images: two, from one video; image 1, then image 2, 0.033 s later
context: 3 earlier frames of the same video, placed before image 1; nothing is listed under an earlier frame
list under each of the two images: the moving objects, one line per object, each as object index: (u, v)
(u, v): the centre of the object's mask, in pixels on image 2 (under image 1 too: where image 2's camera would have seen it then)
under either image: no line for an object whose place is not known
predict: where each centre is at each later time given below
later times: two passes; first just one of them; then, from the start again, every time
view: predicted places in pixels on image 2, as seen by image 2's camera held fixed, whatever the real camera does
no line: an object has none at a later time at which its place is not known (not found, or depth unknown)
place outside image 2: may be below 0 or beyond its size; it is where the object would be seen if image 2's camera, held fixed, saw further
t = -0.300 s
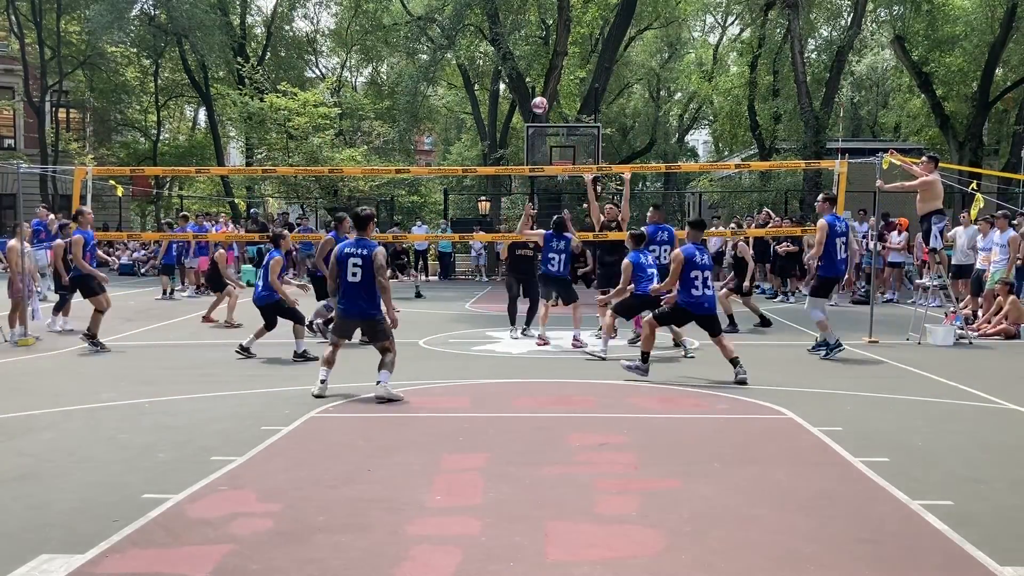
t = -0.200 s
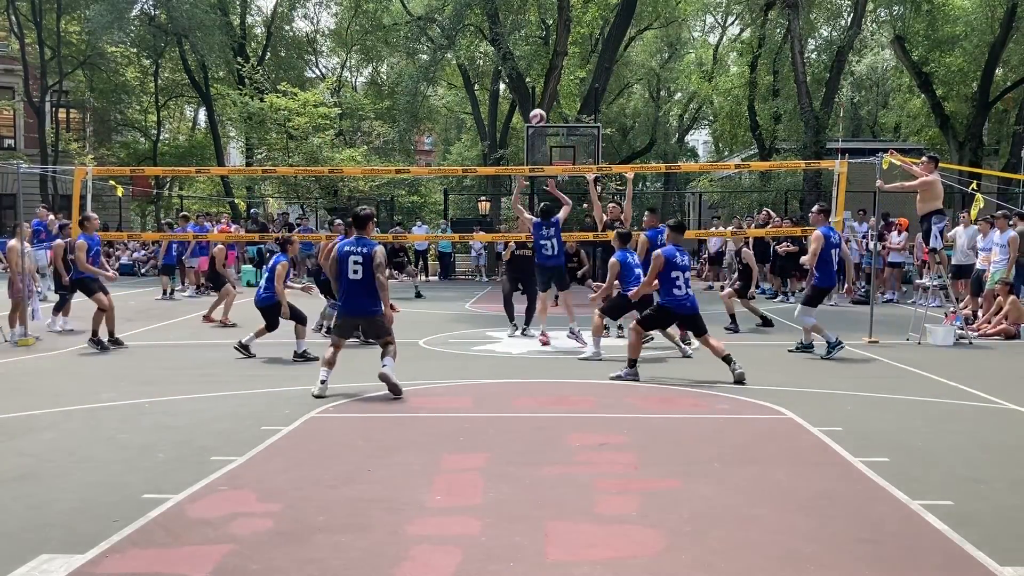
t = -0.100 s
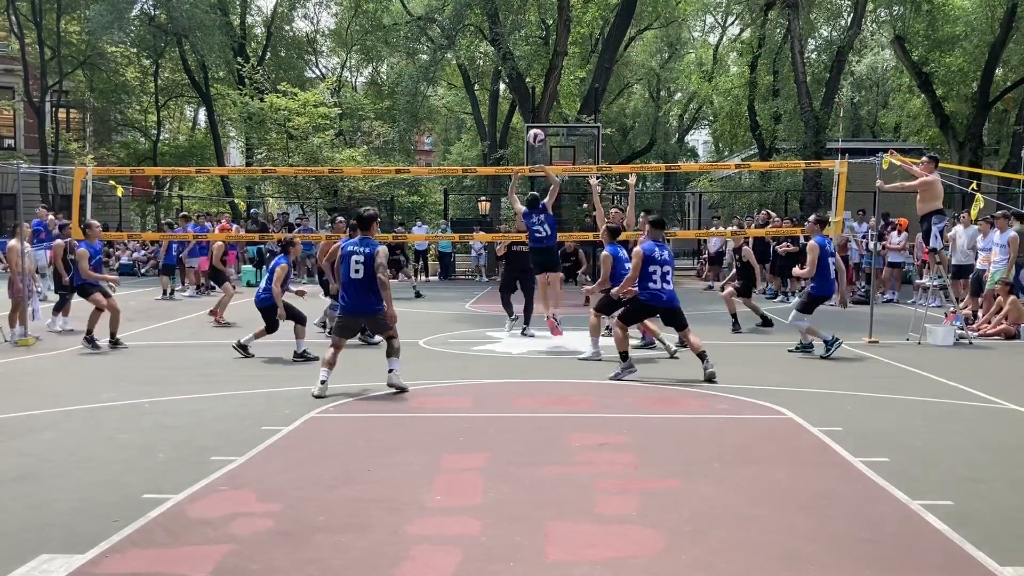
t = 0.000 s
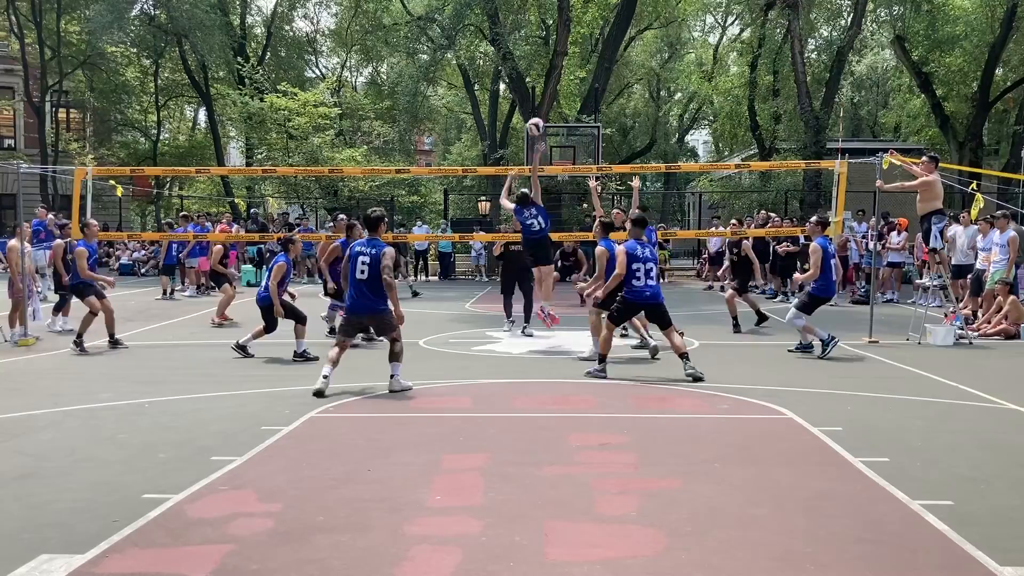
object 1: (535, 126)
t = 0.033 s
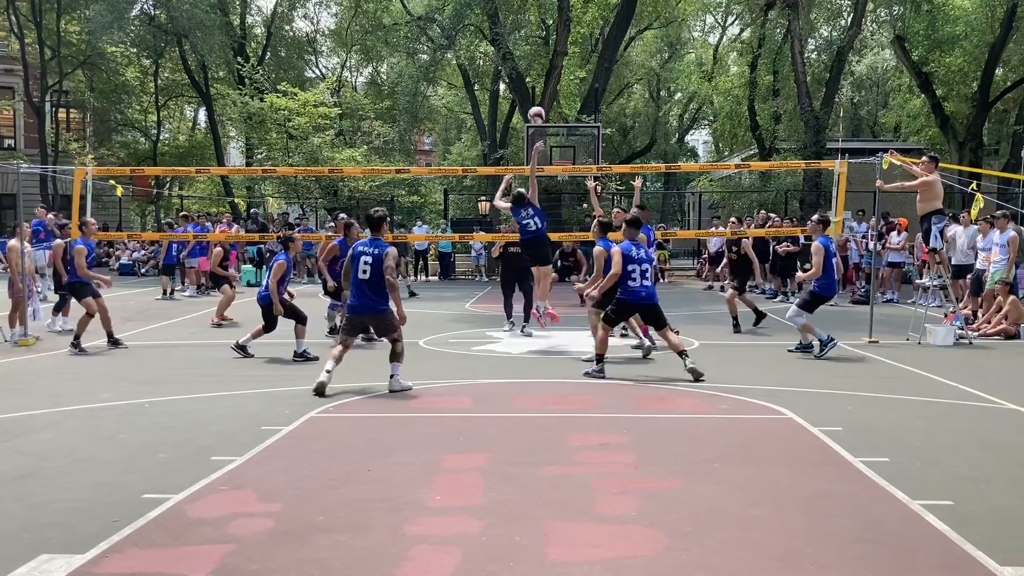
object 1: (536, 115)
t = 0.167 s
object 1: (540, 79)
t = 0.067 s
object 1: (538, 105)
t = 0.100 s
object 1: (538, 95)
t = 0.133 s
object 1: (539, 86)
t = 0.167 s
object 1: (540, 79)
